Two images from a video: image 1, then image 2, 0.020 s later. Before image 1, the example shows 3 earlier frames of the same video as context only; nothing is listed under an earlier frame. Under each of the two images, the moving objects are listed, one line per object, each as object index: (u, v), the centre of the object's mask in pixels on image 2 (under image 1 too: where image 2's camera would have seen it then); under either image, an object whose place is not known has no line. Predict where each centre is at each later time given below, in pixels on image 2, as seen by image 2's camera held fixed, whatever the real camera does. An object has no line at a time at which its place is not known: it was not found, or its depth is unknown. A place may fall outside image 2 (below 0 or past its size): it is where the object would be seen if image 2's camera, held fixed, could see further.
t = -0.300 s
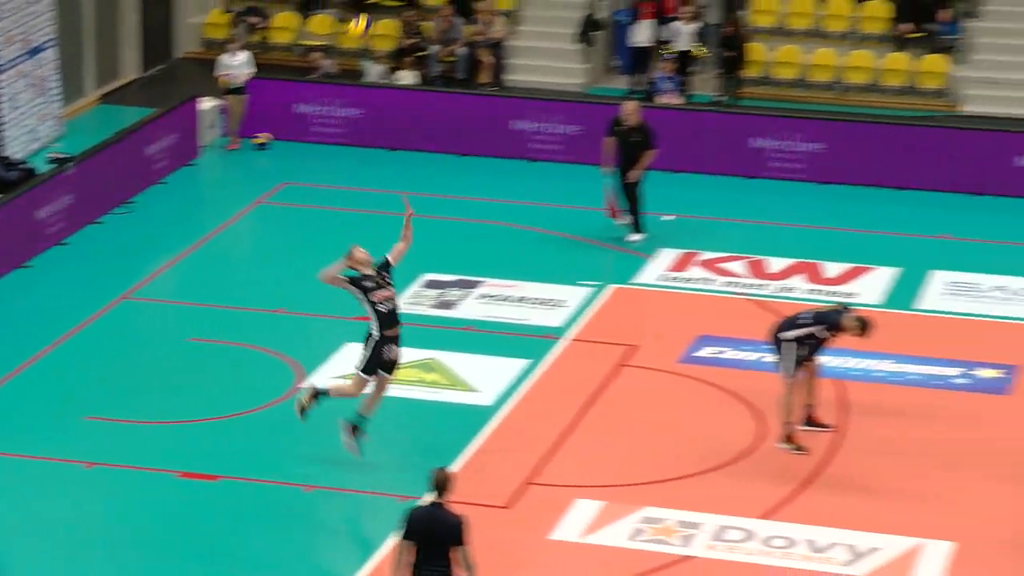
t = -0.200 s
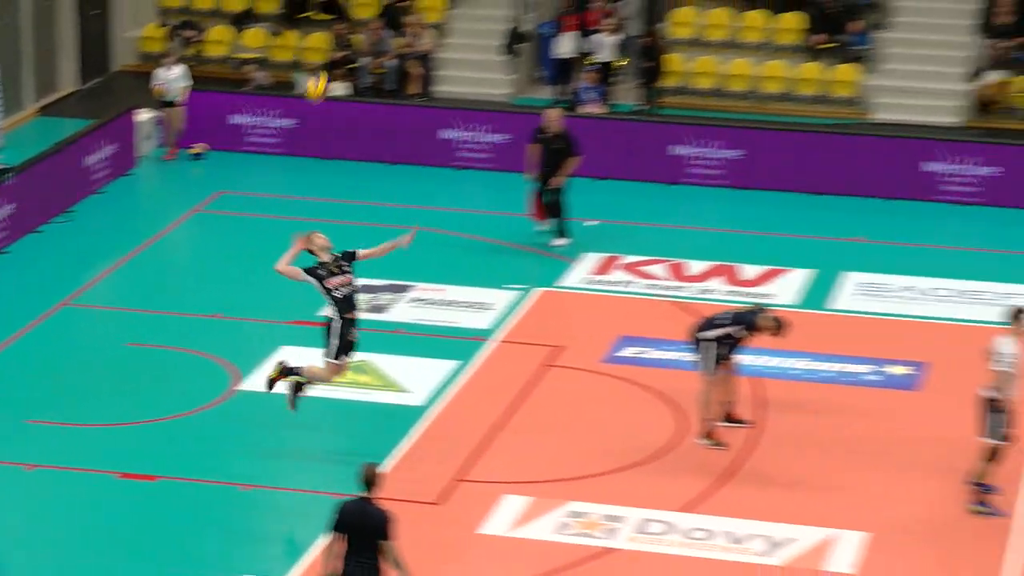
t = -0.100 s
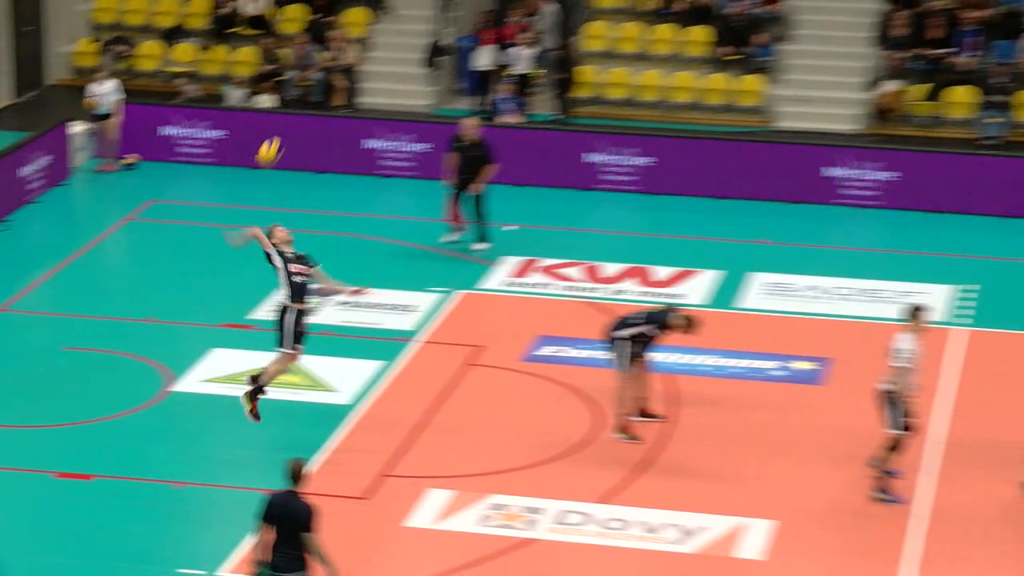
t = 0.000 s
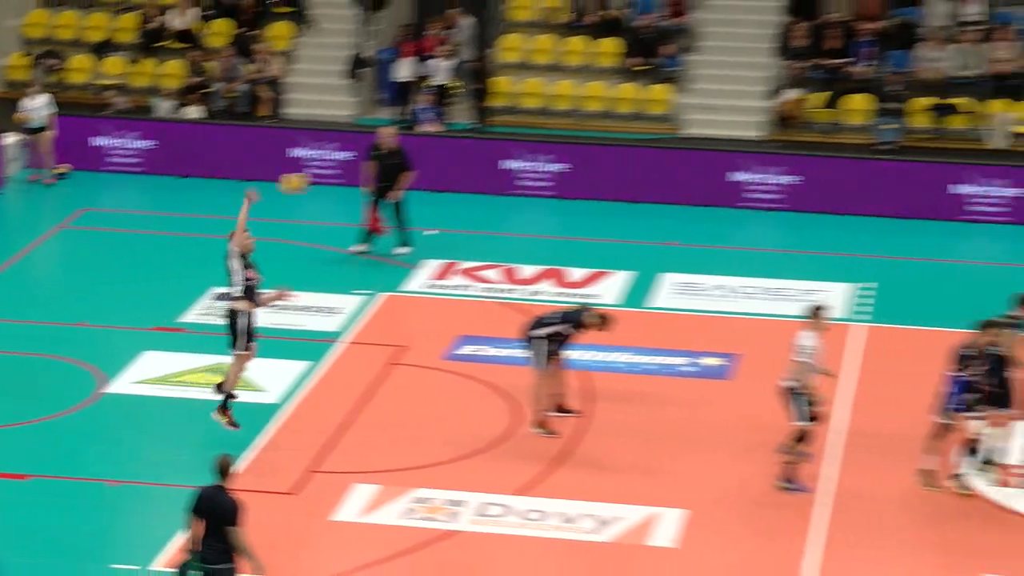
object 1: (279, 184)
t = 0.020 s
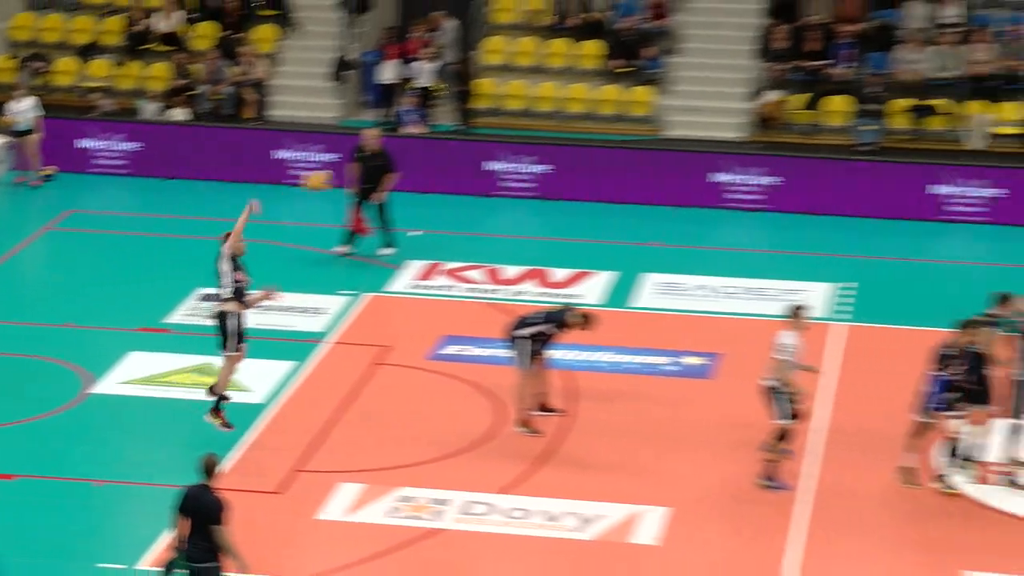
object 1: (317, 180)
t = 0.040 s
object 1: (357, 178)
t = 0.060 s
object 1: (393, 176)
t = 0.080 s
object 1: (432, 174)
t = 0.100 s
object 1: (469, 174)
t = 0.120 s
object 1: (506, 174)
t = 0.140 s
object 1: (547, 174)
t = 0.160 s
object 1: (583, 174)
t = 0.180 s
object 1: (620, 176)
